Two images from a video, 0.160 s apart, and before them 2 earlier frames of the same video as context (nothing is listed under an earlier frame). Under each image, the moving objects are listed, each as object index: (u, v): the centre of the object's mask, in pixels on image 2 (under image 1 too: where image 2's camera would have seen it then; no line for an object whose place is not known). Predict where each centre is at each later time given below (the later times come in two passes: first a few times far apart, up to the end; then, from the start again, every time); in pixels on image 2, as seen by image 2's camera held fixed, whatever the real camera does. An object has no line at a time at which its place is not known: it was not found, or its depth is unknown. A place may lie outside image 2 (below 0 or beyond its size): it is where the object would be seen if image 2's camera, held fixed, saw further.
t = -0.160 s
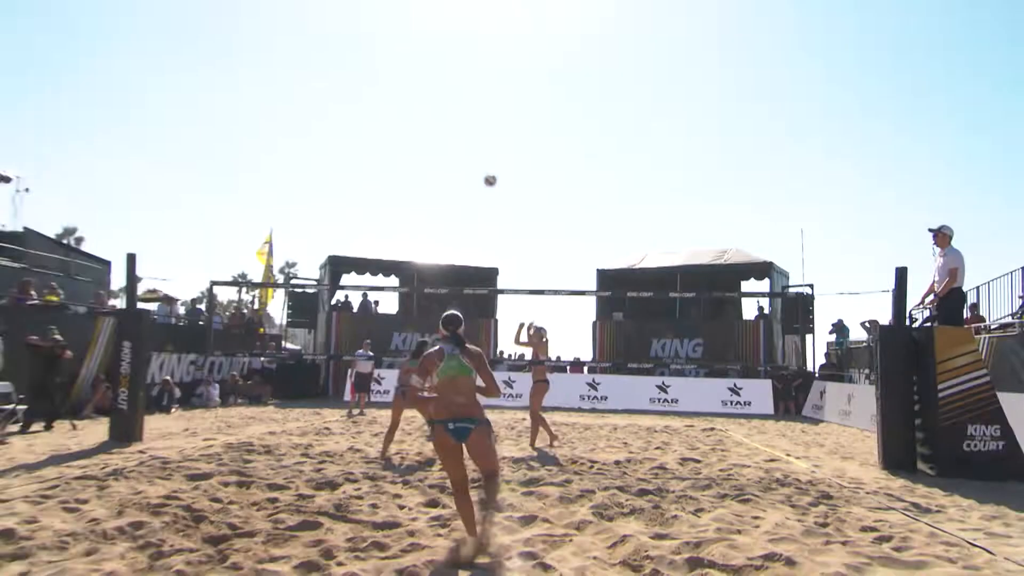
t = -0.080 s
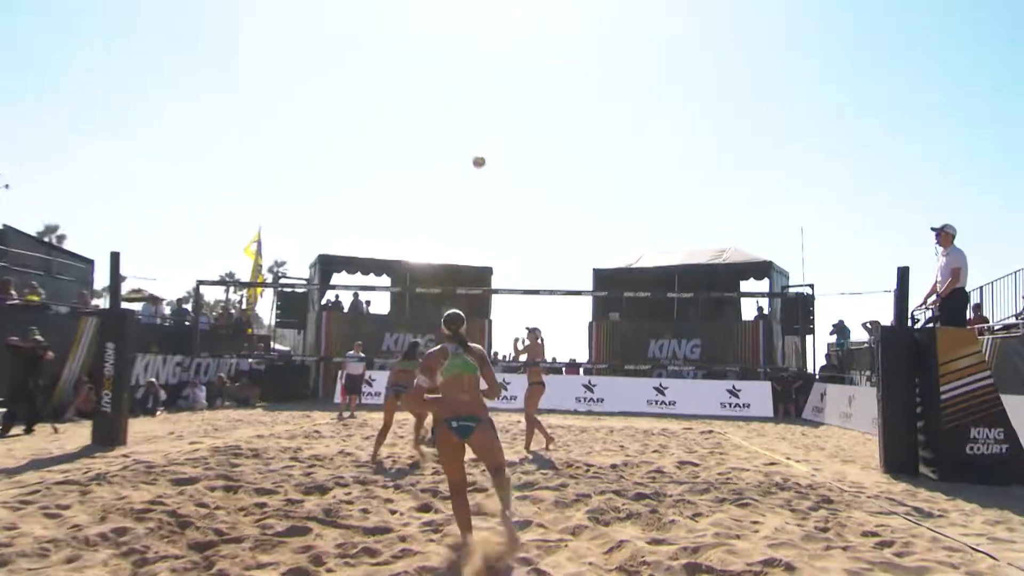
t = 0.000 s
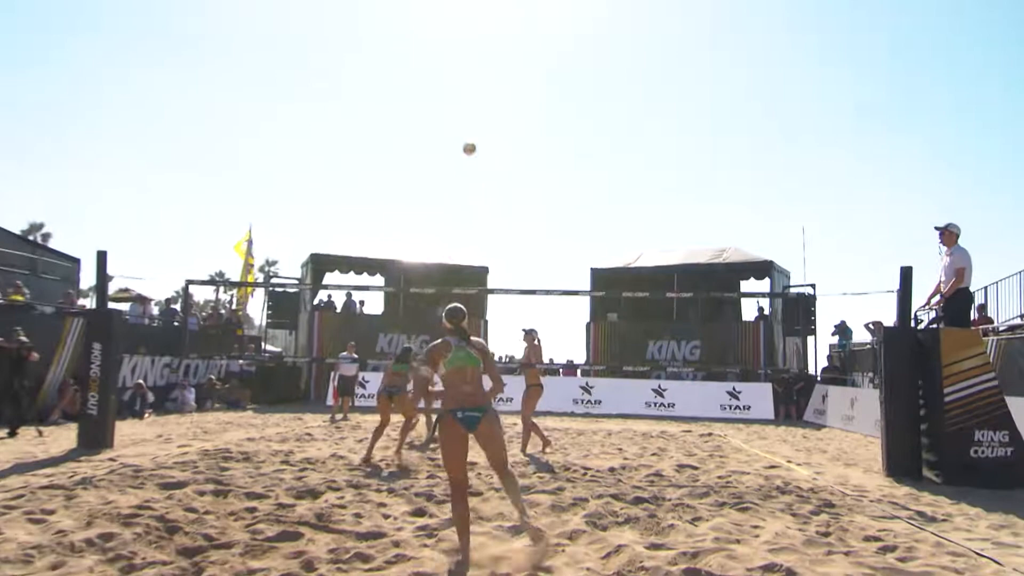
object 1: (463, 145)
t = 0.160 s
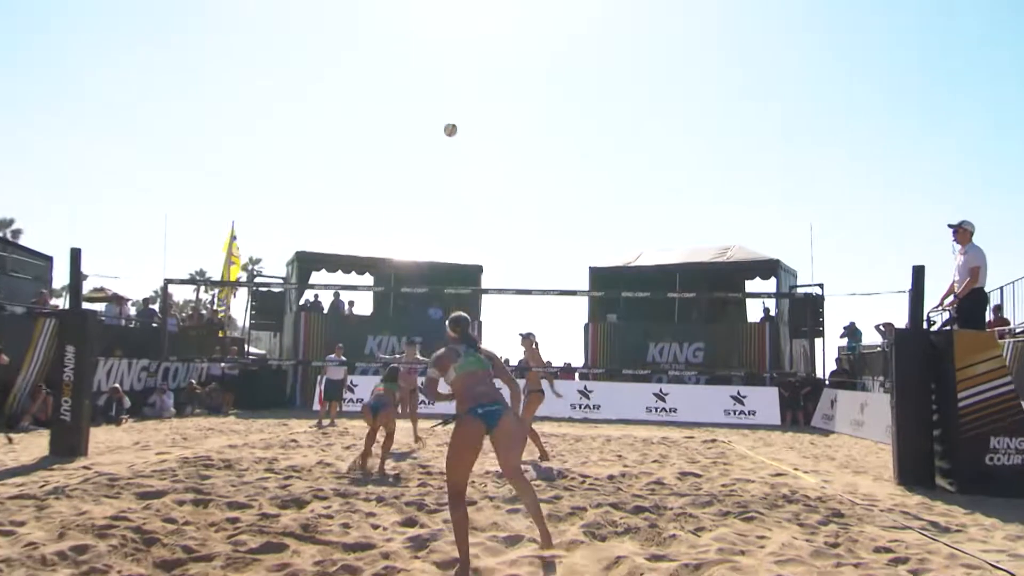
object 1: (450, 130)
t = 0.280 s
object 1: (439, 130)
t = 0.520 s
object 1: (417, 159)
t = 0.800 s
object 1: (390, 239)
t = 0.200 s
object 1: (447, 128)
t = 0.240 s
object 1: (443, 128)
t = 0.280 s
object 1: (439, 130)
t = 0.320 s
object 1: (436, 132)
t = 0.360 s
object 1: (432, 134)
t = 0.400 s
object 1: (429, 138)
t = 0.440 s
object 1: (425, 145)
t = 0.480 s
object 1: (420, 152)
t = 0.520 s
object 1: (417, 159)
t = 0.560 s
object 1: (414, 166)
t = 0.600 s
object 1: (410, 176)
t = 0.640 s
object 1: (406, 190)
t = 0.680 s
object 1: (402, 204)
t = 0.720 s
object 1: (399, 217)
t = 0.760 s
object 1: (396, 228)
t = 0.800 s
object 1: (390, 239)
